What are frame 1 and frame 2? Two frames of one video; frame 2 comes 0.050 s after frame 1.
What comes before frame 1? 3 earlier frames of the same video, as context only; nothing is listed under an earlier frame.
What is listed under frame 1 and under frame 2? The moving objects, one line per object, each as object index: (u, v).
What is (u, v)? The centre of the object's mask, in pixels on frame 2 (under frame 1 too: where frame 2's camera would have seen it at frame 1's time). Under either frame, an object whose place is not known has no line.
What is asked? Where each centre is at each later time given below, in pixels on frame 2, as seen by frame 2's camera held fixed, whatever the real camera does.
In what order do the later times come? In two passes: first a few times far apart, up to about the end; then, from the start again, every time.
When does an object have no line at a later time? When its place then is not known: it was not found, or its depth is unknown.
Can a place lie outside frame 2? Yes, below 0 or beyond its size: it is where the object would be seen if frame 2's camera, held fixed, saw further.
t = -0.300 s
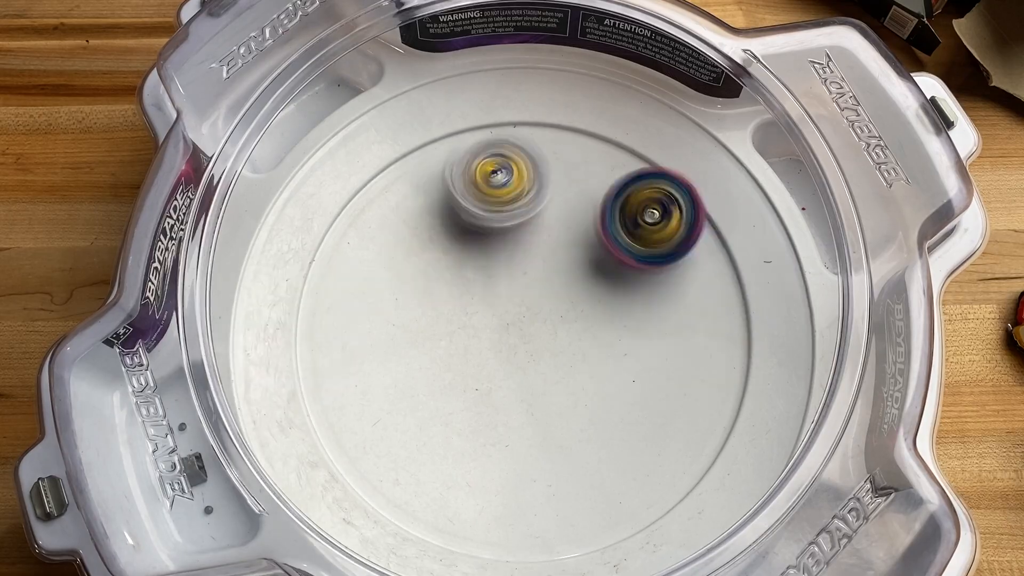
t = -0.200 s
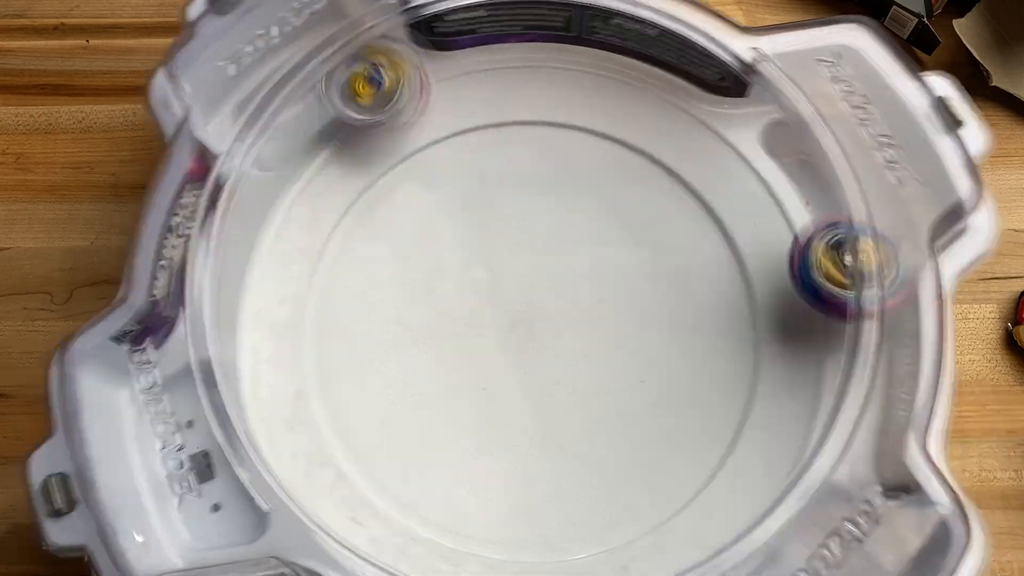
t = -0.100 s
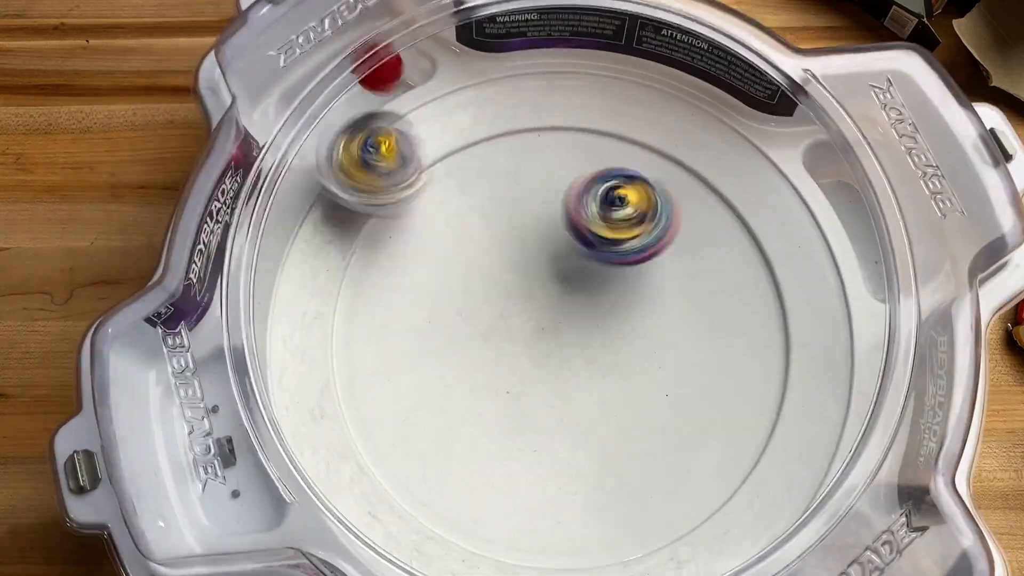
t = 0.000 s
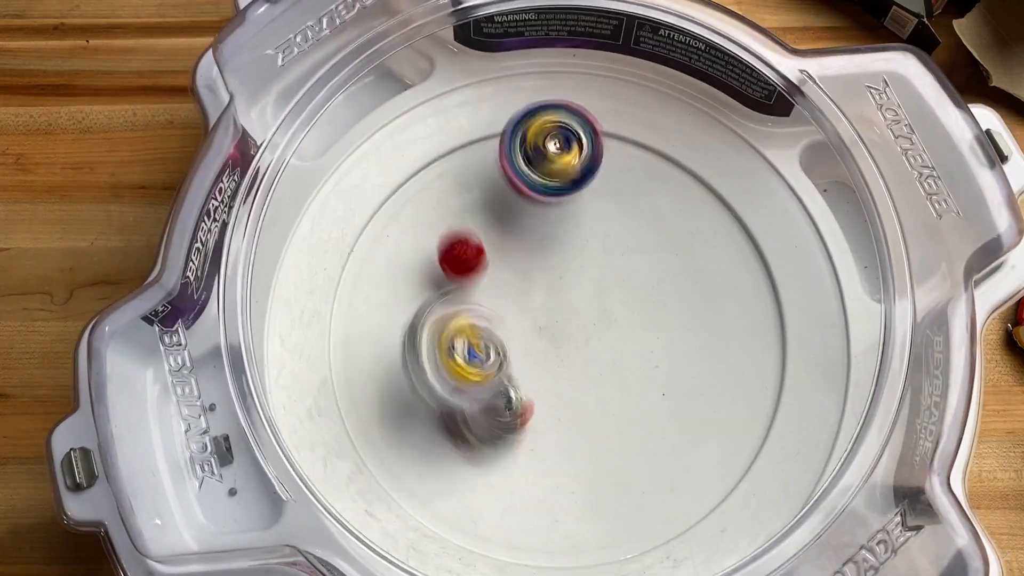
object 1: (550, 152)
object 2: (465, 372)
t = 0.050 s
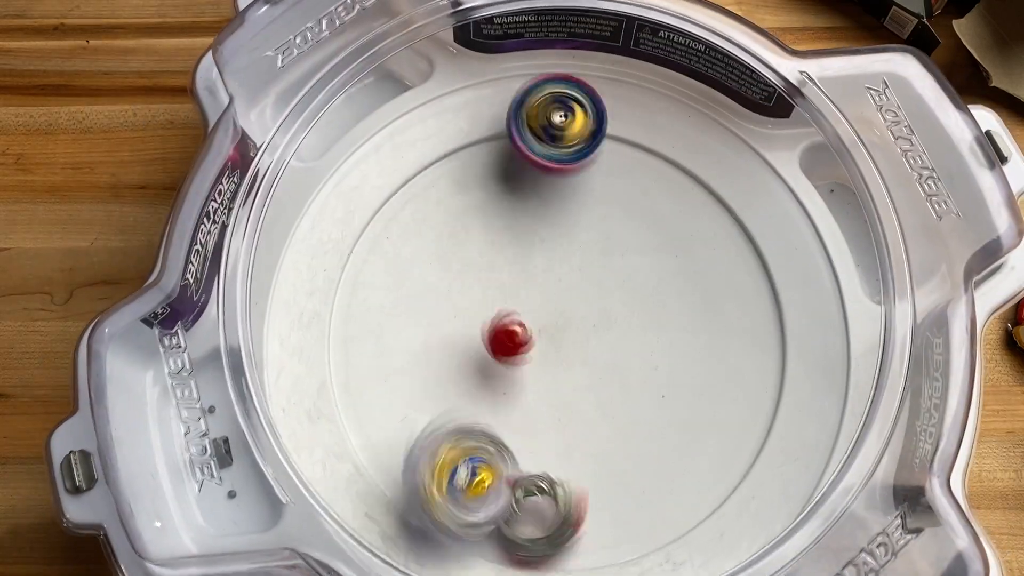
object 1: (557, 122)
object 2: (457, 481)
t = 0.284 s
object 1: (573, 246)
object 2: (560, 434)
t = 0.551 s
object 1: (545, 159)
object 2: (780, 499)
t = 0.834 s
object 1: (537, 245)
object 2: (670, 270)
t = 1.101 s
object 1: (630, 378)
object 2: (516, 231)
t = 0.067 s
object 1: (560, 117)
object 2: (449, 517)
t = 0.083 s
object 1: (562, 117)
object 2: (444, 536)
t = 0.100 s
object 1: (563, 117)
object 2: (446, 544)
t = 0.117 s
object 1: (567, 120)
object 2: (460, 541)
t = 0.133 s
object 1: (567, 125)
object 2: (465, 530)
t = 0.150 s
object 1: (567, 135)
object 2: (481, 523)
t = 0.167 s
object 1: (568, 148)
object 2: (488, 518)
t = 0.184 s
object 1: (569, 161)
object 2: (502, 507)
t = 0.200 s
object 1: (569, 178)
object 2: (515, 496)
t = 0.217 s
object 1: (569, 195)
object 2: (522, 488)
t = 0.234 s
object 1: (569, 208)
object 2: (532, 479)
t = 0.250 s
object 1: (571, 218)
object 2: (542, 471)
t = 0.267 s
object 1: (573, 231)
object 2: (549, 458)
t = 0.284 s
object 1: (573, 246)
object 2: (560, 434)
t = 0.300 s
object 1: (575, 261)
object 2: (571, 414)
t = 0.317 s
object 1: (574, 278)
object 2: (577, 398)
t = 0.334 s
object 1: (576, 284)
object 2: (595, 400)
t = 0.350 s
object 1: (570, 268)
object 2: (610, 444)
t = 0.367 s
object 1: (565, 252)
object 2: (632, 487)
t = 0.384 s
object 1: (562, 238)
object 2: (643, 516)
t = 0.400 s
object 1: (558, 224)
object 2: (660, 532)
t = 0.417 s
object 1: (558, 212)
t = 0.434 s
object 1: (556, 202)
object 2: (690, 553)
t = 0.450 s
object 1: (556, 192)
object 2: (704, 546)
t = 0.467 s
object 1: (556, 184)
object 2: (722, 540)
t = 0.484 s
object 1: (554, 178)
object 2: (740, 532)
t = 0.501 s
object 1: (553, 172)
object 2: (750, 525)
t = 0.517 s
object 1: (550, 168)
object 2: (761, 518)
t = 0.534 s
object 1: (547, 162)
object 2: (773, 508)
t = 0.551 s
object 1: (545, 159)
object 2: (780, 499)
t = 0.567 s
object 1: (541, 156)
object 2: (785, 488)
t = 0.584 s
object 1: (540, 155)
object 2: (789, 478)
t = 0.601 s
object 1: (538, 156)
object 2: (794, 466)
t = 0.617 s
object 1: (536, 156)
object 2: (799, 451)
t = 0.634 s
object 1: (535, 158)
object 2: (799, 437)
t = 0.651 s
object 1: (532, 161)
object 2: (799, 422)
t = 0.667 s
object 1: (532, 165)
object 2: (795, 407)
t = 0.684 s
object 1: (531, 171)
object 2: (789, 388)
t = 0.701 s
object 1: (530, 175)
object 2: (780, 373)
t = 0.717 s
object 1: (530, 181)
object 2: (771, 359)
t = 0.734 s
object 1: (528, 190)
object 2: (760, 343)
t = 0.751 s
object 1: (528, 198)
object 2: (746, 331)
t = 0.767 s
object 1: (529, 207)
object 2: (732, 317)
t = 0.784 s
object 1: (529, 215)
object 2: (716, 304)
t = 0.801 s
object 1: (531, 223)
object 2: (701, 291)
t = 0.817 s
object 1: (534, 235)
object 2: (686, 280)
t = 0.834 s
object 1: (537, 245)
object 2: (670, 270)
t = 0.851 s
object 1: (542, 254)
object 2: (654, 261)
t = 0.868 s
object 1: (545, 264)
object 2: (642, 252)
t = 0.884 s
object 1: (550, 274)
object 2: (630, 244)
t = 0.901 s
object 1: (556, 286)
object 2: (618, 236)
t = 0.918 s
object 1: (562, 295)
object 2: (601, 228)
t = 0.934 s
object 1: (568, 304)
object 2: (586, 226)
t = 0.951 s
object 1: (574, 314)
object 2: (572, 226)
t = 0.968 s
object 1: (579, 324)
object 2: (562, 226)
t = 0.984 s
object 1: (586, 333)
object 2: (553, 225)
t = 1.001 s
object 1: (593, 340)
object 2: (546, 224)
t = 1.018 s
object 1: (600, 346)
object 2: (538, 224)
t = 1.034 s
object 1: (606, 356)
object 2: (532, 225)
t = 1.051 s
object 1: (613, 362)
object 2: (528, 226)
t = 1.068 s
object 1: (620, 367)
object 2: (523, 227)
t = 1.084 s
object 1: (625, 373)
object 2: (519, 230)
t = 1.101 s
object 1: (630, 378)
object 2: (516, 231)
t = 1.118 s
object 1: (636, 385)
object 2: (514, 233)
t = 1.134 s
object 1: (641, 390)
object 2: (512, 235)
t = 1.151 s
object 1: (647, 393)
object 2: (511, 237)
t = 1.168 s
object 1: (651, 398)
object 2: (511, 239)
